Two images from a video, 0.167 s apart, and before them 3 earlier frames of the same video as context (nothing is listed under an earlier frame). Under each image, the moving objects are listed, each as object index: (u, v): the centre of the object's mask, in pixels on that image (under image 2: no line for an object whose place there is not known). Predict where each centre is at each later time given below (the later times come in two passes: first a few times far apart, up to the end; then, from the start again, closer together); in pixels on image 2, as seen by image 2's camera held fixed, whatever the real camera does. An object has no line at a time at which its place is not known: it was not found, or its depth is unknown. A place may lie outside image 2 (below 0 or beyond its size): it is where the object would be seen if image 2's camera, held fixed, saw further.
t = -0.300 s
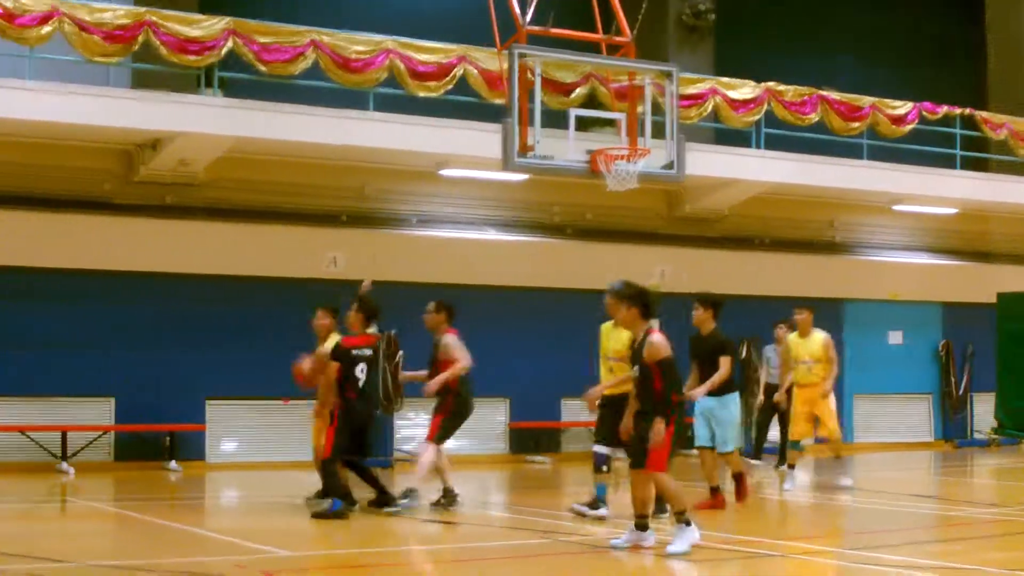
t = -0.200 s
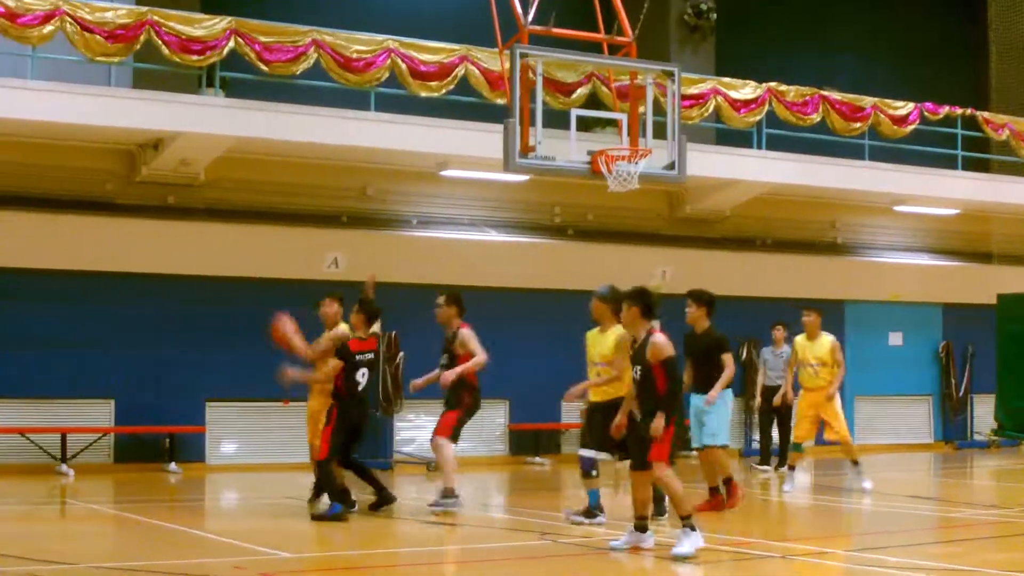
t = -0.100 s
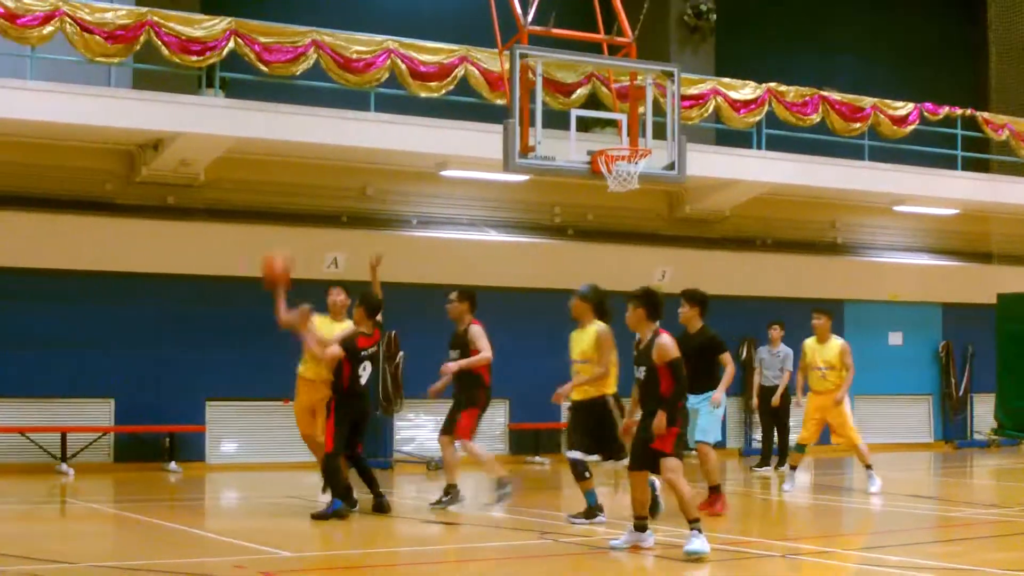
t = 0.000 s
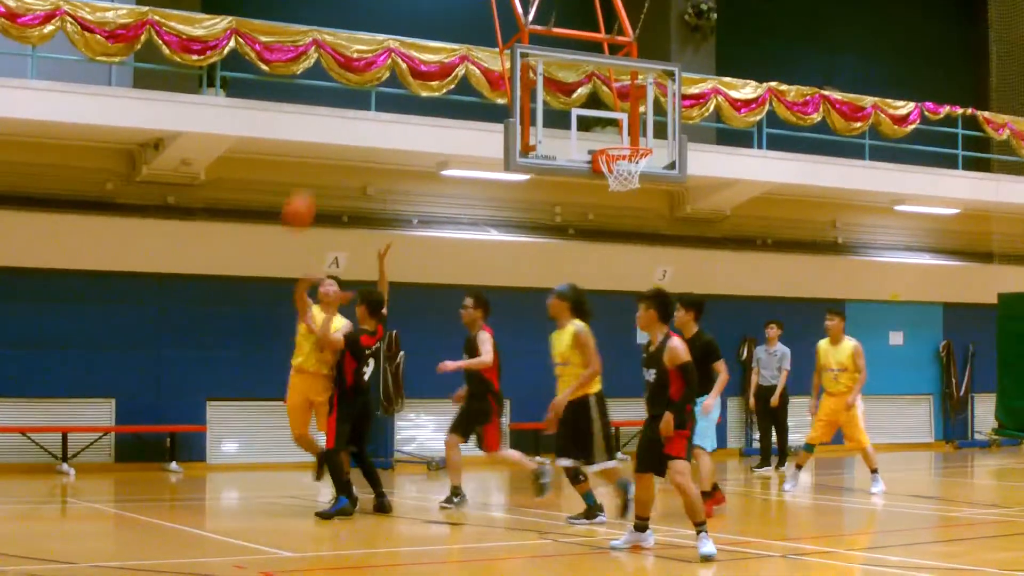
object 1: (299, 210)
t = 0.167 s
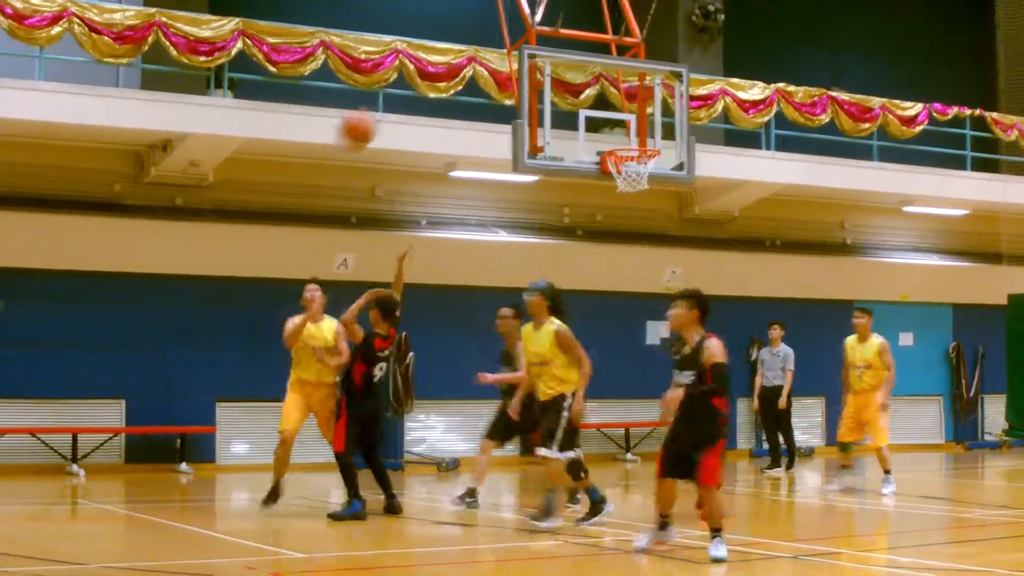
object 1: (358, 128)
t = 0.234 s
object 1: (379, 101)
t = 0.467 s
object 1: (481, 30)
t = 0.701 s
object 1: (652, 40)
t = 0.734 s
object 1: (681, 52)
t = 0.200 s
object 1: (369, 113)
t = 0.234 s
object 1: (379, 101)
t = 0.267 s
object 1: (392, 88)
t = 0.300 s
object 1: (407, 77)
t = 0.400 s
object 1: (452, 44)
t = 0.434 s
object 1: (468, 35)
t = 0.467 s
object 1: (481, 30)
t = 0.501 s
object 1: (502, 26)
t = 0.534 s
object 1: (521, 24)
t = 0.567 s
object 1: (545, 22)
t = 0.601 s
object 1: (569, 22)
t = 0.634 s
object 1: (591, 24)
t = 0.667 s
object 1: (621, 32)
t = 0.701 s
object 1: (652, 40)
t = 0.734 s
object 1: (681, 52)
